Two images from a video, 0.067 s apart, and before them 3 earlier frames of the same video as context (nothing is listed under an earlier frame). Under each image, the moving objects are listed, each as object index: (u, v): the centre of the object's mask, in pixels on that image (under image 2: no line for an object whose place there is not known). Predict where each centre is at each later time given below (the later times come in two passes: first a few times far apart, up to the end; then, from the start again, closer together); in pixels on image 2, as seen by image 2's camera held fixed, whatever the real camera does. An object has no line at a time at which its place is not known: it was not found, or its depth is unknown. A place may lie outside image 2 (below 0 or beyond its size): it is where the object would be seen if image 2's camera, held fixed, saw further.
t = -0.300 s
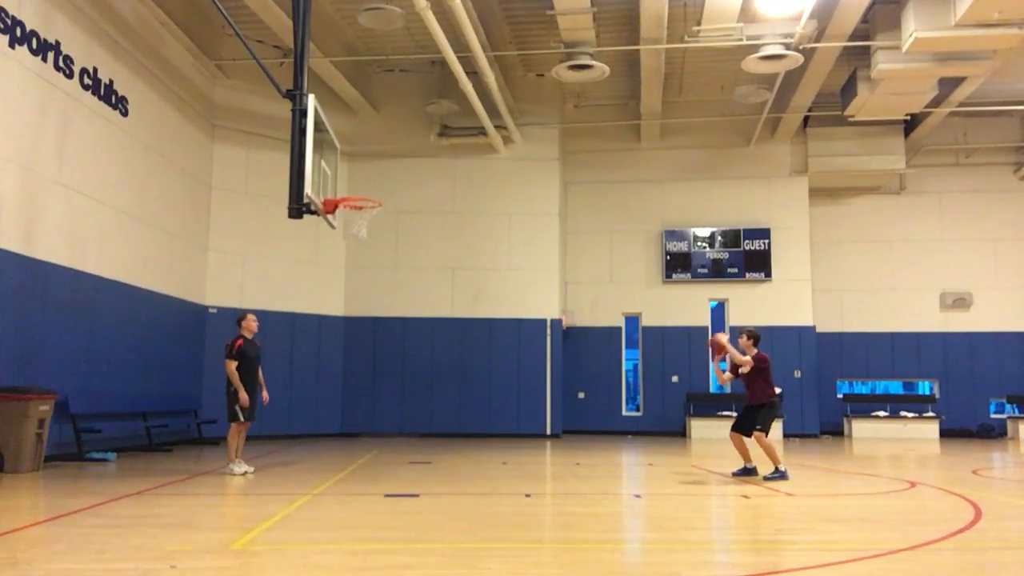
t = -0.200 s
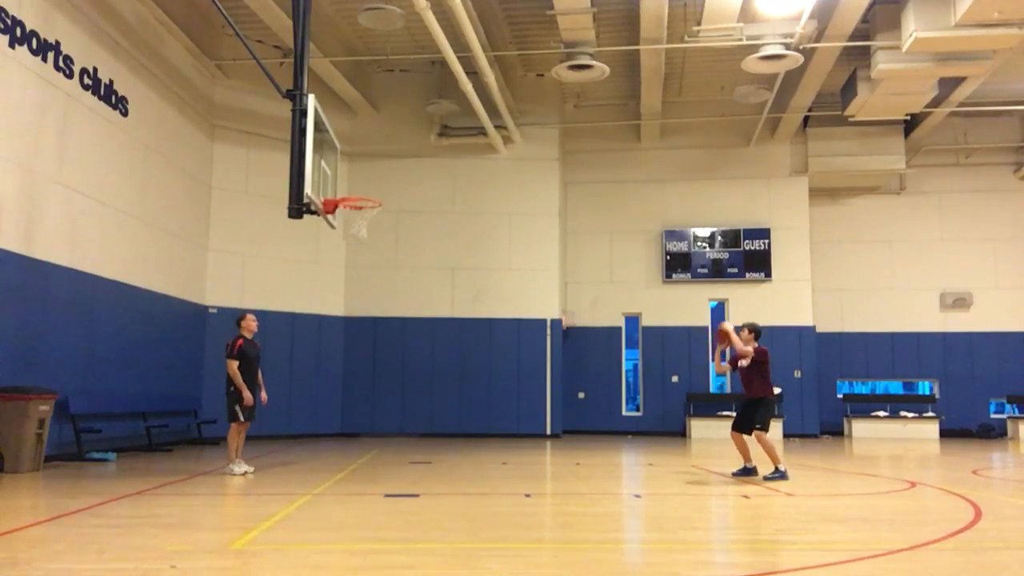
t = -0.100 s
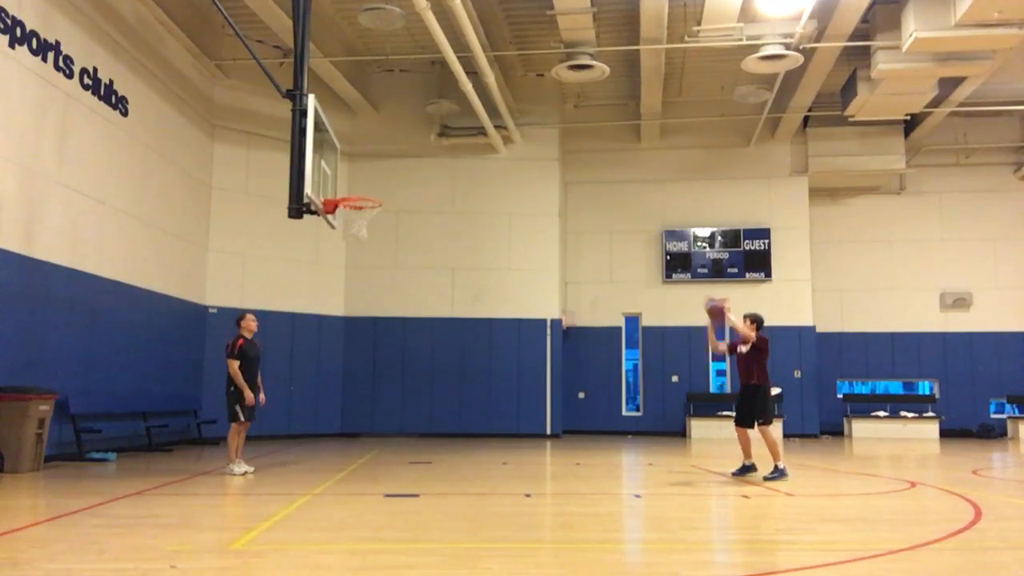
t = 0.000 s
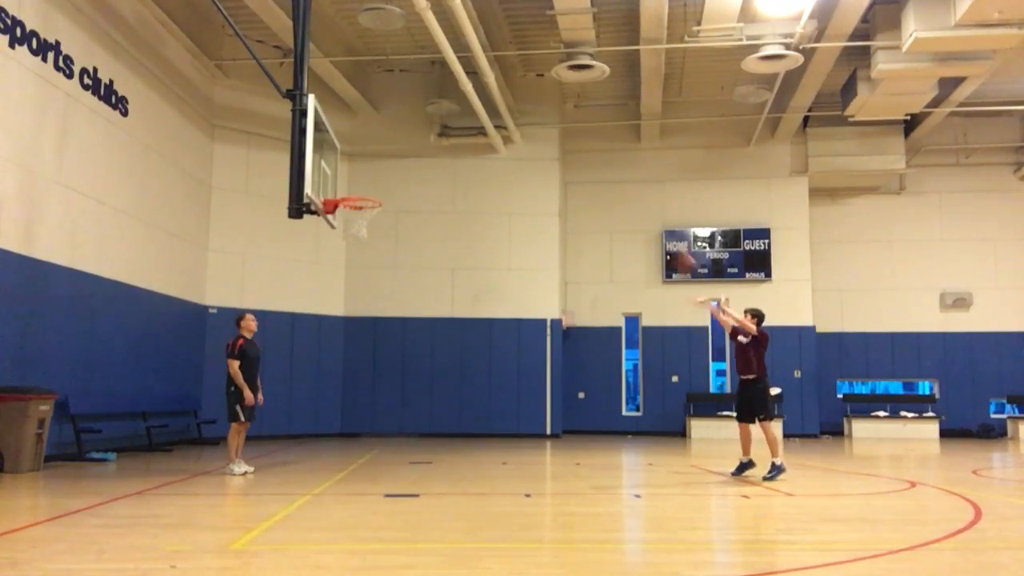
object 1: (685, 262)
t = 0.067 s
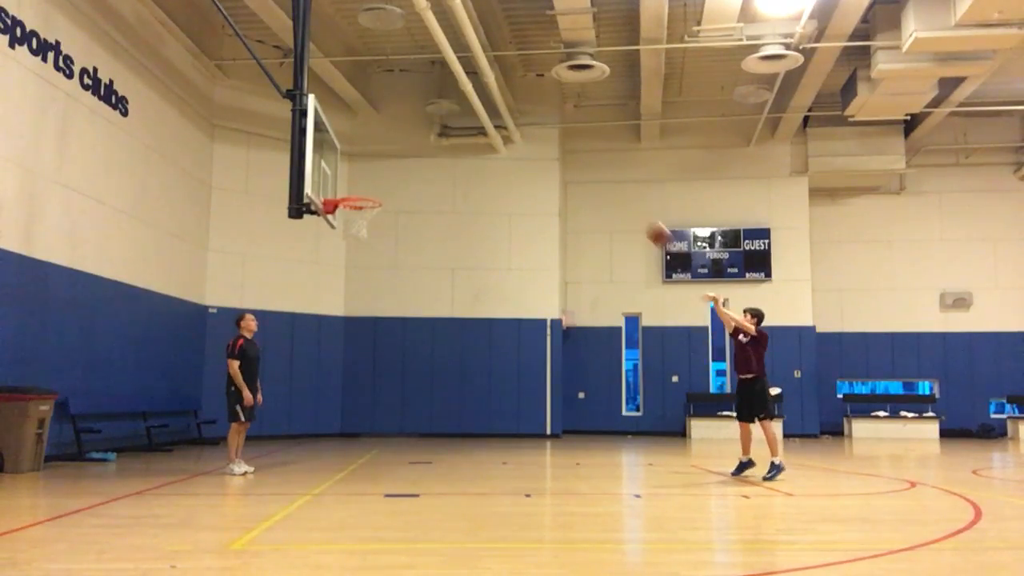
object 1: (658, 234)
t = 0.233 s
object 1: (599, 181)
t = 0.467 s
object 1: (518, 145)
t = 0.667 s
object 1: (448, 150)
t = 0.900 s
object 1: (369, 197)
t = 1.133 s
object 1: (326, 242)
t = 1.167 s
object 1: (322, 250)
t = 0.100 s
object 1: (646, 222)
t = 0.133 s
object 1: (635, 210)
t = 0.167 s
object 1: (623, 200)
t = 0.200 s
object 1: (612, 191)
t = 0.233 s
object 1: (599, 181)
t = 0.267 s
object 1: (588, 173)
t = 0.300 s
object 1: (576, 167)
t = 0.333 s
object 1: (564, 161)
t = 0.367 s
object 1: (553, 156)
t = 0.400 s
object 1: (540, 152)
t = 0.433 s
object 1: (529, 148)
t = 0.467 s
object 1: (518, 145)
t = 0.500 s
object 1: (507, 145)
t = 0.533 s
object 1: (494, 144)
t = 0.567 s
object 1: (482, 145)
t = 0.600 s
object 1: (470, 146)
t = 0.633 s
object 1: (460, 148)
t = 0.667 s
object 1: (448, 150)
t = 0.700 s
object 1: (436, 154)
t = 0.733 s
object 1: (425, 159)
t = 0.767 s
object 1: (414, 164)
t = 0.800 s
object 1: (402, 171)
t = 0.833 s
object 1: (391, 179)
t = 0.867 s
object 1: (380, 187)
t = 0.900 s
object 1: (369, 197)
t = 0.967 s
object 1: (345, 216)
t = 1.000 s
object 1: (339, 223)
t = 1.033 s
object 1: (336, 226)
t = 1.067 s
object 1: (333, 231)
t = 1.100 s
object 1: (329, 236)
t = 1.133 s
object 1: (326, 242)
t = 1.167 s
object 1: (322, 250)
